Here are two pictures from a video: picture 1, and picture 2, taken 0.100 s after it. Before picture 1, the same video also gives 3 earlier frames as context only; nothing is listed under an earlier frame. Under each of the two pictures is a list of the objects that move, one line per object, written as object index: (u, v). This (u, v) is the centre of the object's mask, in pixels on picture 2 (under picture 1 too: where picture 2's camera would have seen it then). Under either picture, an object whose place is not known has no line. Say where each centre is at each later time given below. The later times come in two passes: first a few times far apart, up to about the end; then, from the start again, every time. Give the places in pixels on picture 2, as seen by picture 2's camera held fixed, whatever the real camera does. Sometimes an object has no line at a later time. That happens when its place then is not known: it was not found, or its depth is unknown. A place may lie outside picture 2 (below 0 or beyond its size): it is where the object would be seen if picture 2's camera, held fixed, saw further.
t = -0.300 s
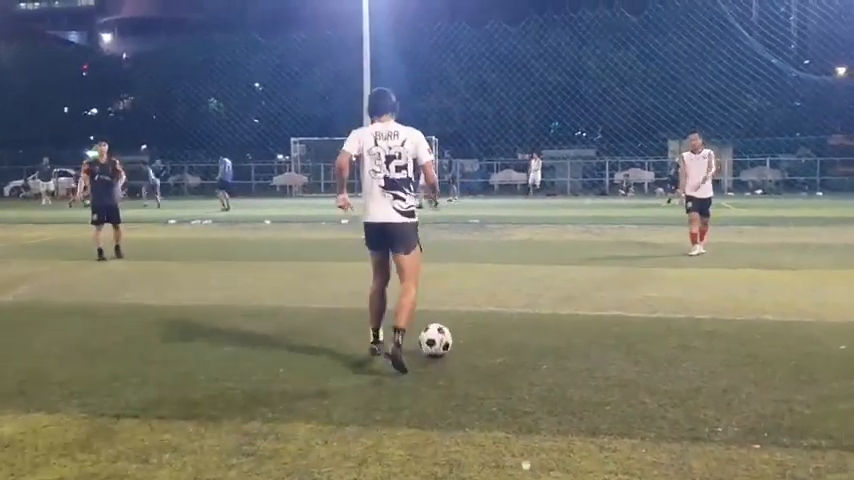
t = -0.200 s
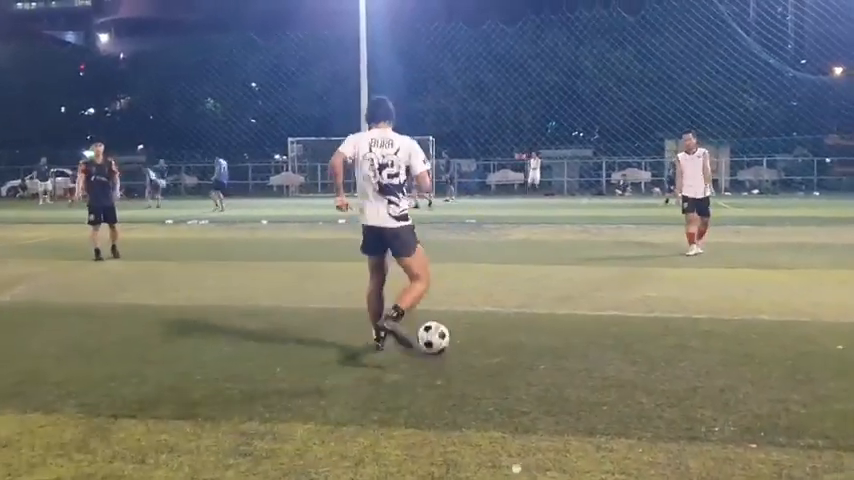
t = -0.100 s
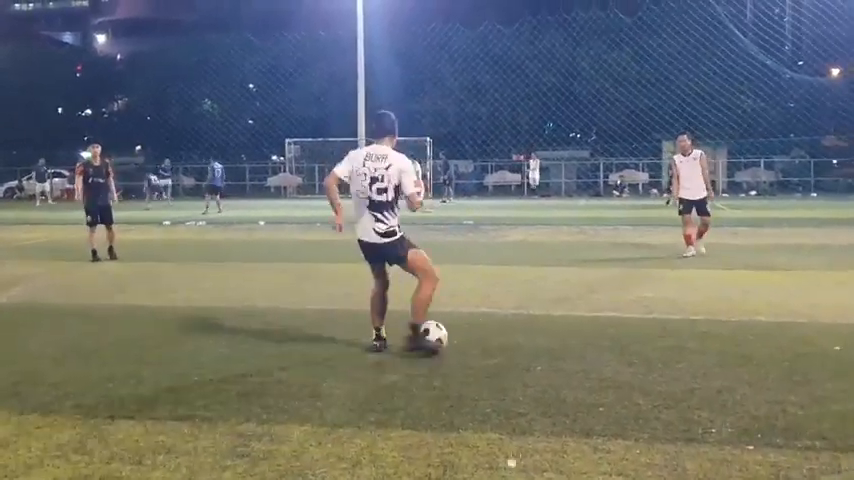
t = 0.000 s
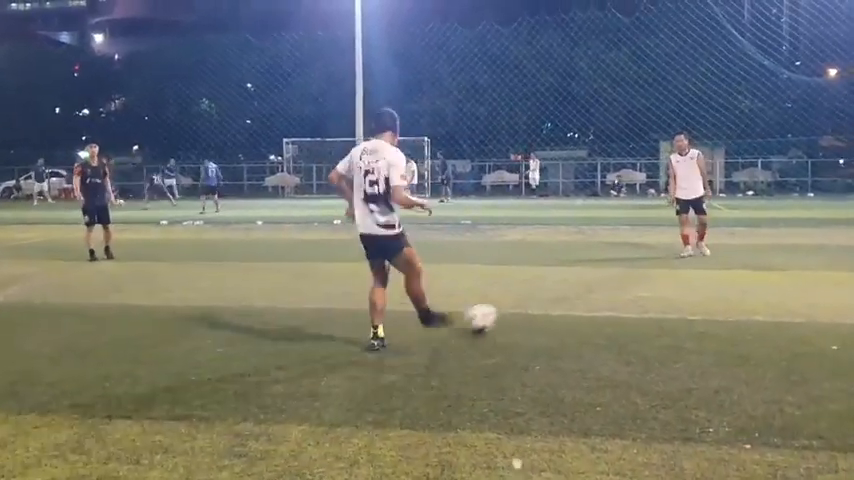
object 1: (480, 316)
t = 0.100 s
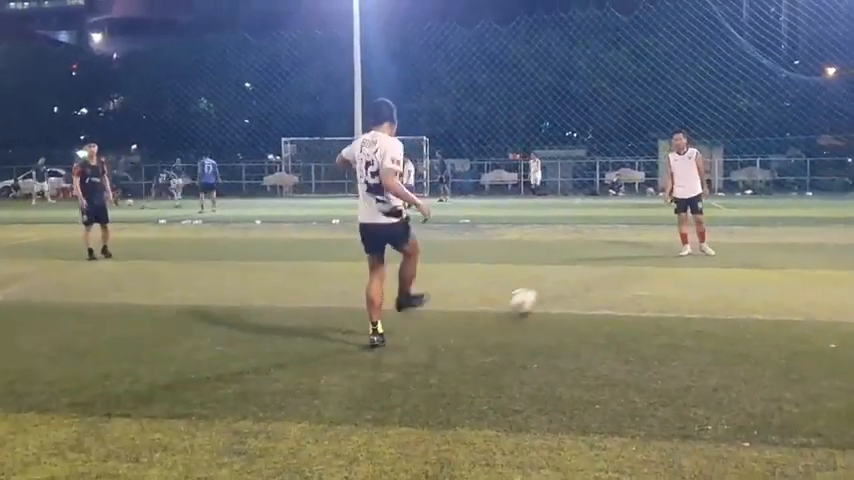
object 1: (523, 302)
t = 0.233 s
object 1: (565, 289)
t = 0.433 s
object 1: (611, 275)
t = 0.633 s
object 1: (642, 264)
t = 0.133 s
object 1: (535, 297)
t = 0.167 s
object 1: (546, 296)
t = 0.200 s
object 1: (557, 292)
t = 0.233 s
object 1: (565, 289)
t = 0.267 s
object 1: (575, 287)
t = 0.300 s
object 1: (584, 284)
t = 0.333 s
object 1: (591, 280)
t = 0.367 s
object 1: (598, 278)
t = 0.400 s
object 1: (605, 278)
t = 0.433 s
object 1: (611, 275)
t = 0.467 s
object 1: (617, 270)
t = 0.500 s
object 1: (622, 268)
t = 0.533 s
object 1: (628, 268)
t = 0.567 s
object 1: (632, 268)
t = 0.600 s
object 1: (637, 267)
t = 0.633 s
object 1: (642, 264)
